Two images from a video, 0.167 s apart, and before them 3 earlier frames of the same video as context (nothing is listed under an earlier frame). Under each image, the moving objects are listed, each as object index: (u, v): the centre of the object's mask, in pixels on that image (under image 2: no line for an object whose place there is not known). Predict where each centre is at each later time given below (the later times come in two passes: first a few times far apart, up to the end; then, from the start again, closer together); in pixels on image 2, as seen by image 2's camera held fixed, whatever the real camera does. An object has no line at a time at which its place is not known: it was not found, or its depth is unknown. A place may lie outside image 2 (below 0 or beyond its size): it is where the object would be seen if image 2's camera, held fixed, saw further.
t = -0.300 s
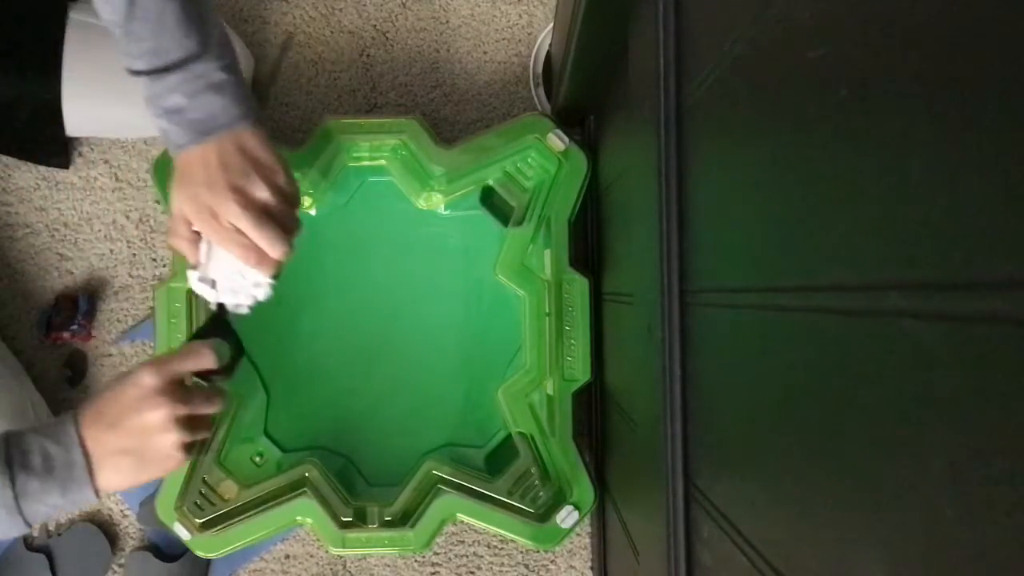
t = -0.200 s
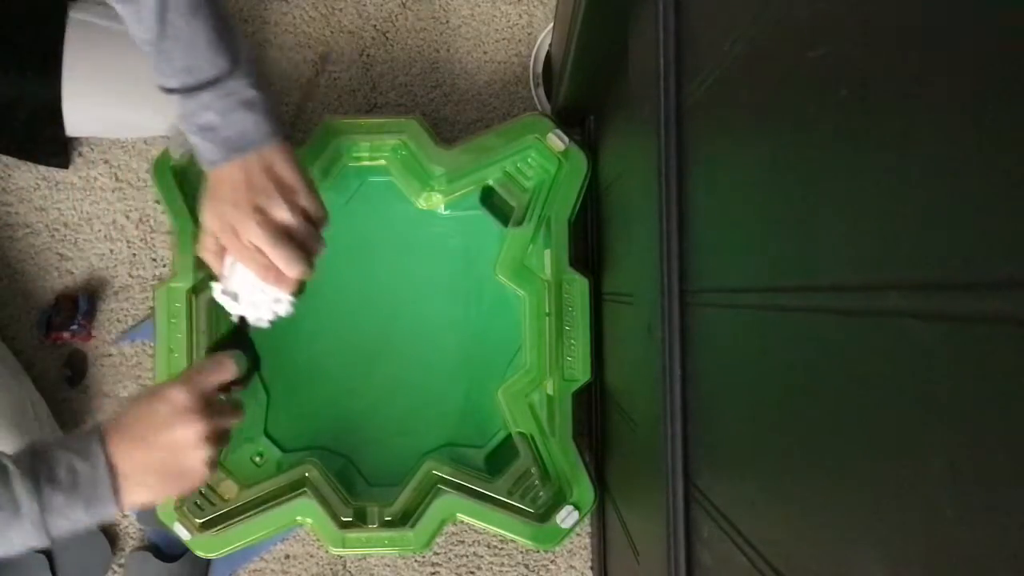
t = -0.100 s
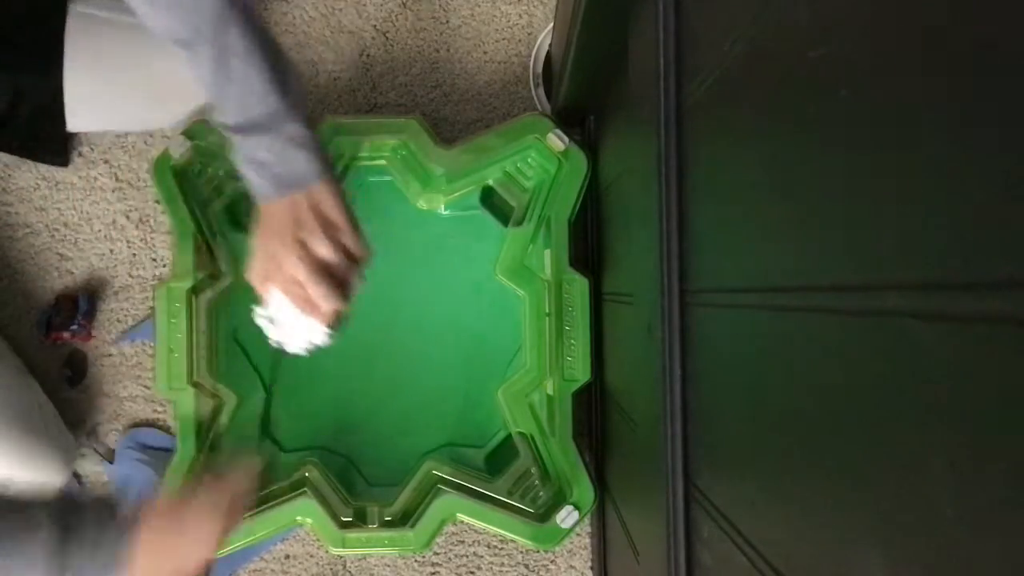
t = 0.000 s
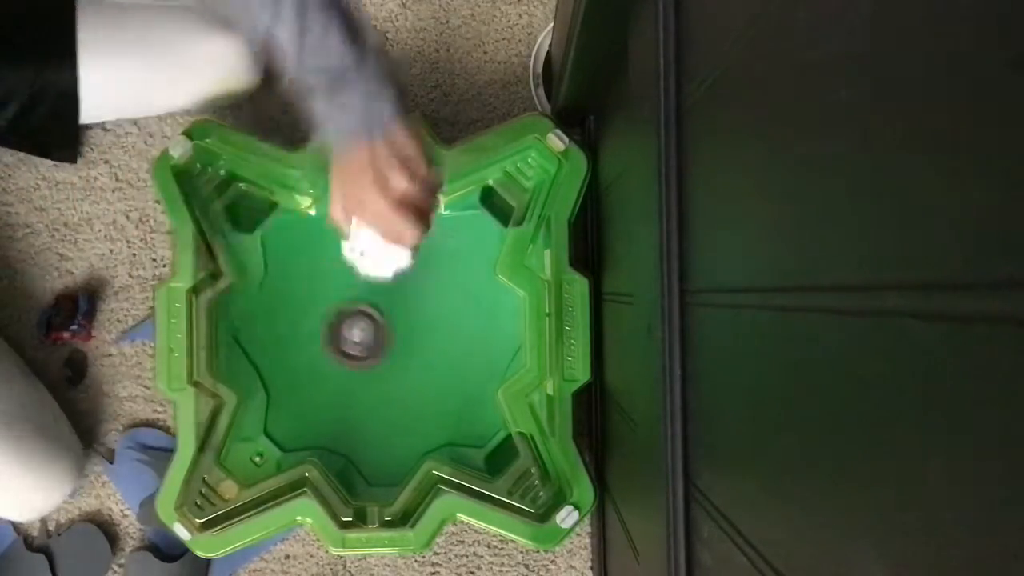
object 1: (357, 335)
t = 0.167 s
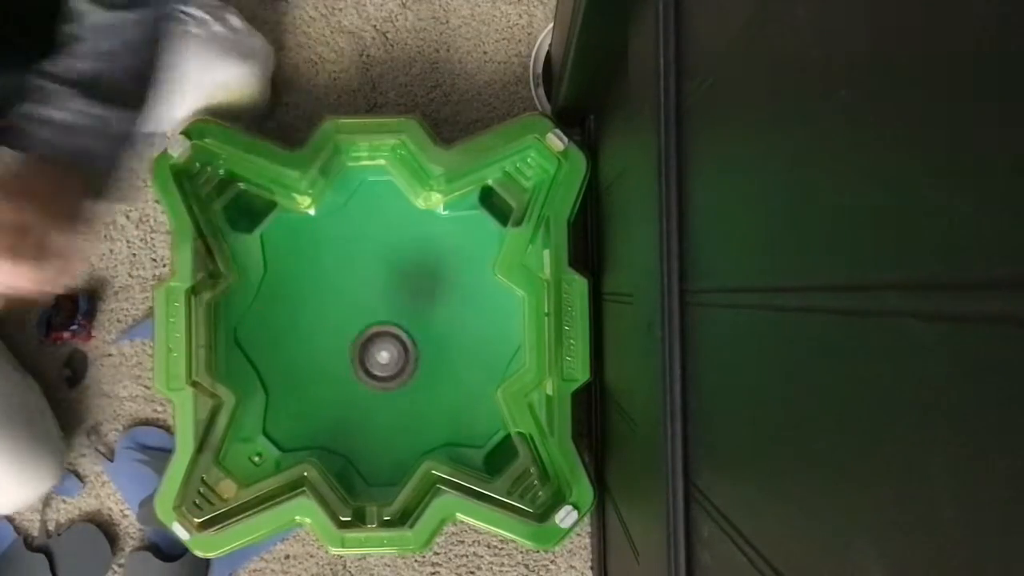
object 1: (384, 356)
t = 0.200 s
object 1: (392, 358)
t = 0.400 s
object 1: (401, 341)
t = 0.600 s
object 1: (399, 332)
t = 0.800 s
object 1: (382, 320)
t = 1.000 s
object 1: (390, 317)
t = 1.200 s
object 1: (407, 316)
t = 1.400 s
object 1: (398, 323)
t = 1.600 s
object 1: (379, 325)
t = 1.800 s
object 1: (371, 321)
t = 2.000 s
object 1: (376, 319)
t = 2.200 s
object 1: (384, 326)
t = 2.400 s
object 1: (389, 336)
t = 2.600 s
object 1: (388, 343)
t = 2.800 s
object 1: (387, 345)
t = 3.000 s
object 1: (386, 346)
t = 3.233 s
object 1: (387, 340)
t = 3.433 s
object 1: (388, 332)
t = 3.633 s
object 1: (391, 328)
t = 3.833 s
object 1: (392, 325)
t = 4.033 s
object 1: (390, 323)
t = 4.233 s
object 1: (386, 321)
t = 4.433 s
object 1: (382, 318)
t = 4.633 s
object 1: (378, 318)
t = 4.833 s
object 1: (374, 320)
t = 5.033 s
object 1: (371, 324)
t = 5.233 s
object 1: (371, 328)
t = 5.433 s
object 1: (373, 332)
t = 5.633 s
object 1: (376, 335)
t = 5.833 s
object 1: (379, 337)
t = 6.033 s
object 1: (383, 336)
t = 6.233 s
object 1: (386, 333)
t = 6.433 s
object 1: (387, 330)
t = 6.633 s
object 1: (388, 326)
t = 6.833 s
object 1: (387, 322)
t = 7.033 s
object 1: (385, 319)
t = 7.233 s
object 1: (382, 317)
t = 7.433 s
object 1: (378, 318)
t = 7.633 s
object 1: (374, 322)
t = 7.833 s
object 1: (371, 326)
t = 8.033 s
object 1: (370, 331)
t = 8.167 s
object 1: (371, 333)
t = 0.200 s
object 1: (392, 358)
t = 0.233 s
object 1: (399, 358)
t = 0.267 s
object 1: (398, 354)
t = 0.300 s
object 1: (399, 351)
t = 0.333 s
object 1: (400, 347)
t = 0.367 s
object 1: (401, 343)
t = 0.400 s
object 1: (401, 341)
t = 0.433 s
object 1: (402, 340)
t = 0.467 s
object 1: (403, 339)
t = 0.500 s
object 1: (403, 338)
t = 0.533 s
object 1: (402, 336)
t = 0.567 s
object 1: (401, 334)
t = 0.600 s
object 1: (399, 332)
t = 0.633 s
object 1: (397, 330)
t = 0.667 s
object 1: (394, 328)
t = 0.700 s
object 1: (391, 326)
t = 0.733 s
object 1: (388, 324)
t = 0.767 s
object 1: (385, 322)
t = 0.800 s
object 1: (382, 320)
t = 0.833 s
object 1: (380, 319)
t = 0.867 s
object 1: (379, 318)
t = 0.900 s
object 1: (379, 318)
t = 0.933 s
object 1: (381, 319)
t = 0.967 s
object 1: (385, 319)
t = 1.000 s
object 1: (390, 317)
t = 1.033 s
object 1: (394, 315)
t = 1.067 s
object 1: (399, 315)
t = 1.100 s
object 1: (402, 314)
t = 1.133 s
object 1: (405, 315)
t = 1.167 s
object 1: (406, 315)
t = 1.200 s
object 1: (407, 316)
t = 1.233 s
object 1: (407, 317)
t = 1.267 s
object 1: (407, 319)
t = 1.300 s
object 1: (405, 320)
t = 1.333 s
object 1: (403, 321)
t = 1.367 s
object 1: (401, 322)
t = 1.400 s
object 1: (398, 323)
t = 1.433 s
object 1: (395, 324)
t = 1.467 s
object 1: (392, 325)
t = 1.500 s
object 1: (388, 325)
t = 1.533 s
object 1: (385, 326)
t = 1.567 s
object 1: (382, 326)
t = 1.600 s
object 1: (379, 325)
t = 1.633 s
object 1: (377, 325)
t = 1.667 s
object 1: (375, 324)
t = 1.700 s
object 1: (373, 323)
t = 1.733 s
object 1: (372, 322)
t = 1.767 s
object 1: (371, 322)
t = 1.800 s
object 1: (371, 321)
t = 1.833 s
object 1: (371, 320)
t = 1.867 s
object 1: (371, 319)
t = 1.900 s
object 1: (372, 319)
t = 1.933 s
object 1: (373, 318)
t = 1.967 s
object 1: (375, 319)
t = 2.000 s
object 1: (376, 319)
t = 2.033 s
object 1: (378, 320)
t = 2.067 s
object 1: (379, 321)
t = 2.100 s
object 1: (380, 322)
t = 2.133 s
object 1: (382, 323)
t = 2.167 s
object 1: (383, 324)
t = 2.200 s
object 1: (384, 326)
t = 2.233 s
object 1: (385, 327)
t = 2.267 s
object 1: (386, 329)
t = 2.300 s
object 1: (387, 331)
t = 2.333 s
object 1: (388, 333)
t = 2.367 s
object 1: (389, 334)
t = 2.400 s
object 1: (389, 336)
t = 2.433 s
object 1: (389, 338)
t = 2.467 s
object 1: (389, 339)
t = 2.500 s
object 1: (389, 340)
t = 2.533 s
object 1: (388, 341)
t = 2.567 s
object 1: (388, 342)
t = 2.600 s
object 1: (388, 343)
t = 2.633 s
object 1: (388, 343)
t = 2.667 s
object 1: (388, 344)
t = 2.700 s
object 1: (387, 344)
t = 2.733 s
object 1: (387, 344)
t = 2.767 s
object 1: (387, 344)
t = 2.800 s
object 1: (387, 345)
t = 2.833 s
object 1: (387, 345)
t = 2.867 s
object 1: (387, 346)
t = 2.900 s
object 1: (387, 346)
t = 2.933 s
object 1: (386, 346)
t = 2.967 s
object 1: (386, 346)
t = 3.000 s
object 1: (386, 346)
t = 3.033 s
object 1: (386, 346)
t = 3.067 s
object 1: (386, 345)
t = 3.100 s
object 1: (386, 344)
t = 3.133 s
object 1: (386, 343)
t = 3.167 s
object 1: (386, 342)
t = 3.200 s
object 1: (386, 341)
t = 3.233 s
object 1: (387, 340)
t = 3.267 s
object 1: (387, 339)
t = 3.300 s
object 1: (387, 338)
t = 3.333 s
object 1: (387, 336)
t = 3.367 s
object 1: (388, 335)
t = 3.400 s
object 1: (388, 334)
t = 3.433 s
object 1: (388, 332)
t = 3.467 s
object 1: (389, 331)
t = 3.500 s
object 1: (390, 330)
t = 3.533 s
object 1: (390, 329)
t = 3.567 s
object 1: (391, 329)
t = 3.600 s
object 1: (391, 328)
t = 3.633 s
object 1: (391, 328)
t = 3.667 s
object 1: (391, 327)
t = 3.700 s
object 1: (392, 326)
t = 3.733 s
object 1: (392, 326)
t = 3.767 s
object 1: (392, 326)
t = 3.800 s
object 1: (392, 325)
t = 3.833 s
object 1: (392, 325)
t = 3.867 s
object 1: (392, 324)
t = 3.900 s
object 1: (391, 324)
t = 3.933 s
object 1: (391, 324)
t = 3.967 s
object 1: (391, 323)
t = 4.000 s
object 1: (391, 323)
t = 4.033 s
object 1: (390, 323)
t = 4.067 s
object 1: (390, 322)
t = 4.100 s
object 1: (389, 322)
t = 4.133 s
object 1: (388, 322)
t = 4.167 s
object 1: (388, 321)
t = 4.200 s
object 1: (387, 321)
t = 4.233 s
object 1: (386, 321)
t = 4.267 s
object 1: (386, 320)
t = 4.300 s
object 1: (385, 320)
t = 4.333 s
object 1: (384, 319)
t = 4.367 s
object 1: (383, 319)
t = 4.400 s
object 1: (382, 318)
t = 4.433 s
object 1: (382, 318)
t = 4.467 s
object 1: (381, 318)
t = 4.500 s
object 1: (380, 318)
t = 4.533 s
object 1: (379, 318)
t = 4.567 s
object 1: (379, 318)
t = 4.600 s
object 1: (378, 318)
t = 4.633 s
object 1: (378, 318)
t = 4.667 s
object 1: (377, 318)
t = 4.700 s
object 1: (377, 319)
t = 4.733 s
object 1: (376, 319)
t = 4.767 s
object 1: (375, 319)
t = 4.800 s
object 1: (375, 320)
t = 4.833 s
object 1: (374, 320)
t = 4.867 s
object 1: (374, 321)
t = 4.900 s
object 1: (373, 321)
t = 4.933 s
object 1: (372, 322)
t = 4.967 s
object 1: (372, 323)
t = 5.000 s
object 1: (372, 323)
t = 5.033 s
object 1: (371, 324)
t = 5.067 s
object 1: (371, 325)
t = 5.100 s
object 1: (371, 325)
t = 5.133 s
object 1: (371, 326)
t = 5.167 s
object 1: (371, 326)
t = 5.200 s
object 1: (371, 327)
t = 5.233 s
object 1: (371, 328)
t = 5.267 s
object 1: (371, 329)
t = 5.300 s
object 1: (371, 329)
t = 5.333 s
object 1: (372, 330)
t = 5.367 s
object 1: (372, 331)
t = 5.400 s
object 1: (373, 331)
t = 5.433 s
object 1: (373, 332)
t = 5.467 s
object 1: (374, 332)
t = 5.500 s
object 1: (374, 333)
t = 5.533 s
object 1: (375, 334)
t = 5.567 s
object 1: (375, 334)
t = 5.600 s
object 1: (376, 334)
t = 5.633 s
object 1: (376, 335)
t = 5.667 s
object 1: (377, 335)
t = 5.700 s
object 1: (377, 336)
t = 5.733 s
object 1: (377, 336)
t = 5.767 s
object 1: (378, 336)
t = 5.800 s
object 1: (379, 337)
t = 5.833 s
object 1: (379, 337)
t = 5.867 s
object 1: (380, 337)
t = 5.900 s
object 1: (380, 337)
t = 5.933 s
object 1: (381, 337)
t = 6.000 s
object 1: (382, 337)
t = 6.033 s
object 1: (383, 336)
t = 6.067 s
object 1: (384, 336)
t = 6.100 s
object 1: (384, 336)
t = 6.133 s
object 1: (385, 335)
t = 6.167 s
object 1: (385, 334)
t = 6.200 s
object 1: (386, 334)
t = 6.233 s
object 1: (386, 333)
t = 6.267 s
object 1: (386, 333)
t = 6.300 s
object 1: (387, 332)
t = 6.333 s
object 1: (387, 332)
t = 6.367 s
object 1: (387, 331)
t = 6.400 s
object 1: (387, 330)
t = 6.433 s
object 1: (387, 330)
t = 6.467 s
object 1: (387, 329)
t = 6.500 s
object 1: (388, 329)
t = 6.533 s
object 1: (387, 328)
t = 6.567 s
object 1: (388, 327)
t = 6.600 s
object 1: (388, 326)
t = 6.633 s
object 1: (388, 326)
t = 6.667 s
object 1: (388, 325)
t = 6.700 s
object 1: (388, 324)
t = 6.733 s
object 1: (388, 324)
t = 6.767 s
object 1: (388, 323)
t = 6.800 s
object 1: (388, 322)
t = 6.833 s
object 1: (387, 322)
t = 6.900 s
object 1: (387, 321)
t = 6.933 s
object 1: (387, 320)
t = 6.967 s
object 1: (386, 320)
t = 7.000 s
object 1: (386, 319)
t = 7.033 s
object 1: (385, 319)
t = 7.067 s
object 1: (385, 318)
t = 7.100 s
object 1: (384, 318)
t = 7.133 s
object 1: (384, 318)
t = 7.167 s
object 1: (383, 318)
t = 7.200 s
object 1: (383, 317)
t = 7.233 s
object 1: (382, 317)
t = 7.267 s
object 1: (381, 317)
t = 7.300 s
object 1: (381, 317)
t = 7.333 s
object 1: (380, 318)
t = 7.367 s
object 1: (380, 318)
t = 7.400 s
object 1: (379, 318)
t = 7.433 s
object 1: (378, 318)
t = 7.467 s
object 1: (378, 319)
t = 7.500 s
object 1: (377, 319)
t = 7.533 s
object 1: (376, 320)
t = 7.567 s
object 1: (376, 320)
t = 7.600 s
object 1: (375, 321)
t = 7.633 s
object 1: (374, 322)
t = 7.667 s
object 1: (374, 323)
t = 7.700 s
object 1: (373, 323)
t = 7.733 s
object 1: (373, 324)
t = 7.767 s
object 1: (372, 325)
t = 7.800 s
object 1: (372, 326)
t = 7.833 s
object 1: (371, 326)
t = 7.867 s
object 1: (371, 327)
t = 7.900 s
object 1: (371, 328)
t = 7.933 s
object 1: (371, 329)
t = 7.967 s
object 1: (370, 329)
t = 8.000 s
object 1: (370, 330)
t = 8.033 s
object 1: (370, 331)
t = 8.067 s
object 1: (371, 331)
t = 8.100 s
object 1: (371, 332)
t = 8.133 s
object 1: (371, 332)
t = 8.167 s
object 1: (371, 333)
